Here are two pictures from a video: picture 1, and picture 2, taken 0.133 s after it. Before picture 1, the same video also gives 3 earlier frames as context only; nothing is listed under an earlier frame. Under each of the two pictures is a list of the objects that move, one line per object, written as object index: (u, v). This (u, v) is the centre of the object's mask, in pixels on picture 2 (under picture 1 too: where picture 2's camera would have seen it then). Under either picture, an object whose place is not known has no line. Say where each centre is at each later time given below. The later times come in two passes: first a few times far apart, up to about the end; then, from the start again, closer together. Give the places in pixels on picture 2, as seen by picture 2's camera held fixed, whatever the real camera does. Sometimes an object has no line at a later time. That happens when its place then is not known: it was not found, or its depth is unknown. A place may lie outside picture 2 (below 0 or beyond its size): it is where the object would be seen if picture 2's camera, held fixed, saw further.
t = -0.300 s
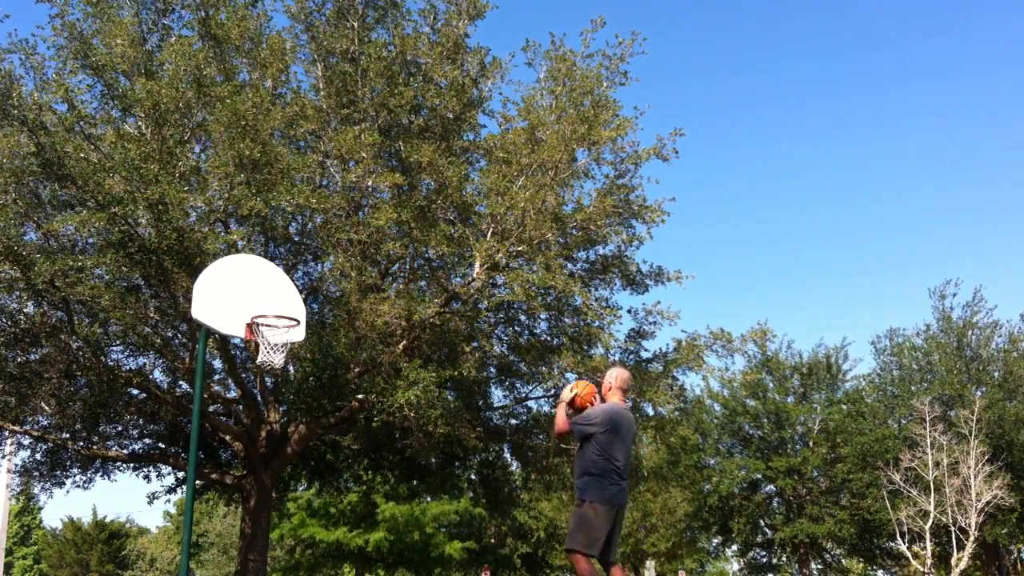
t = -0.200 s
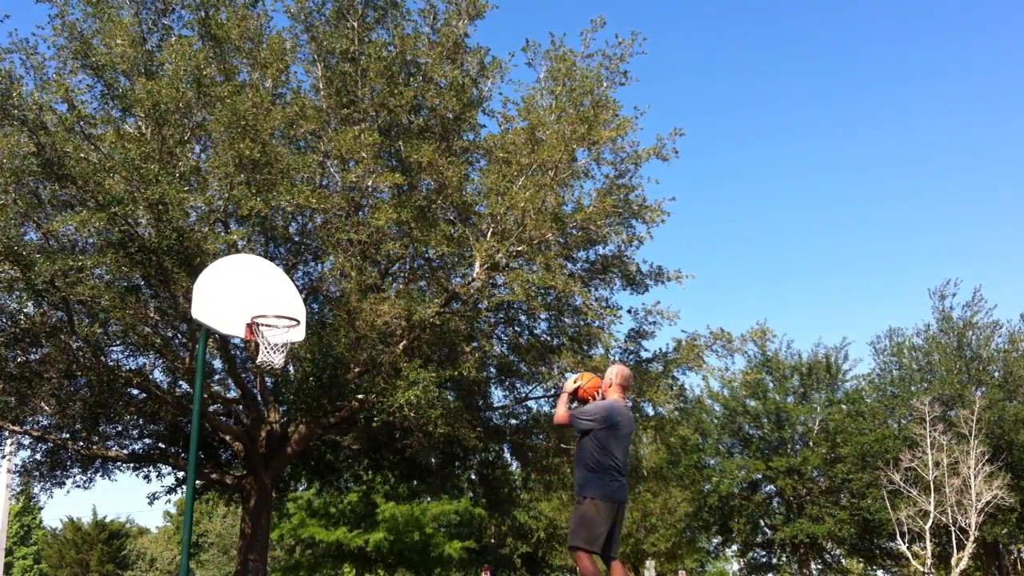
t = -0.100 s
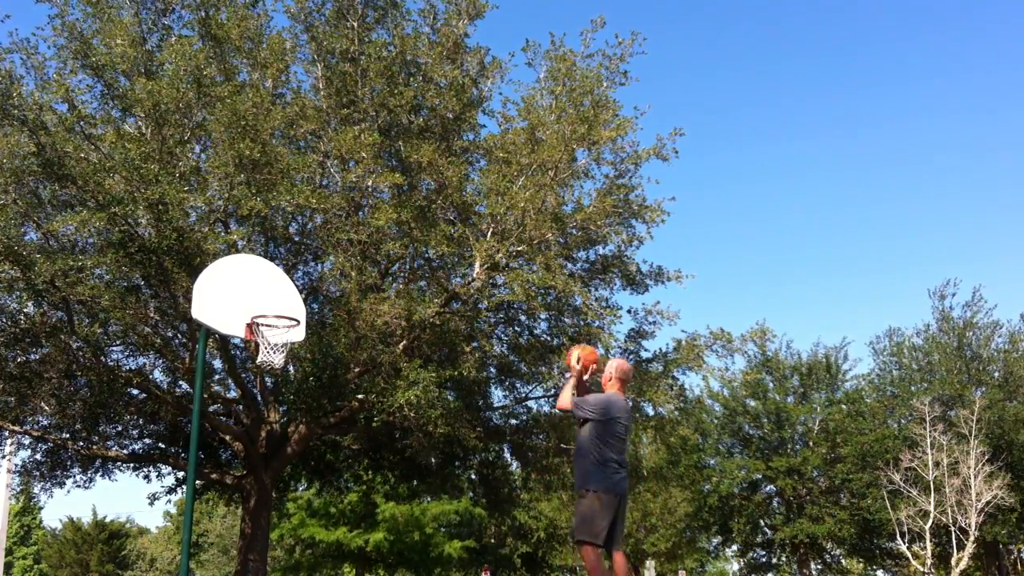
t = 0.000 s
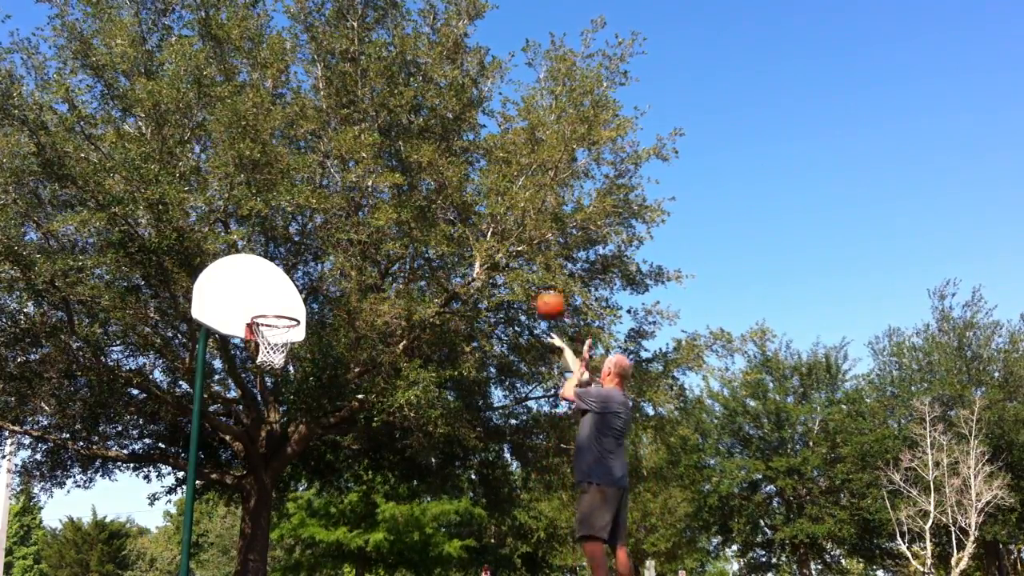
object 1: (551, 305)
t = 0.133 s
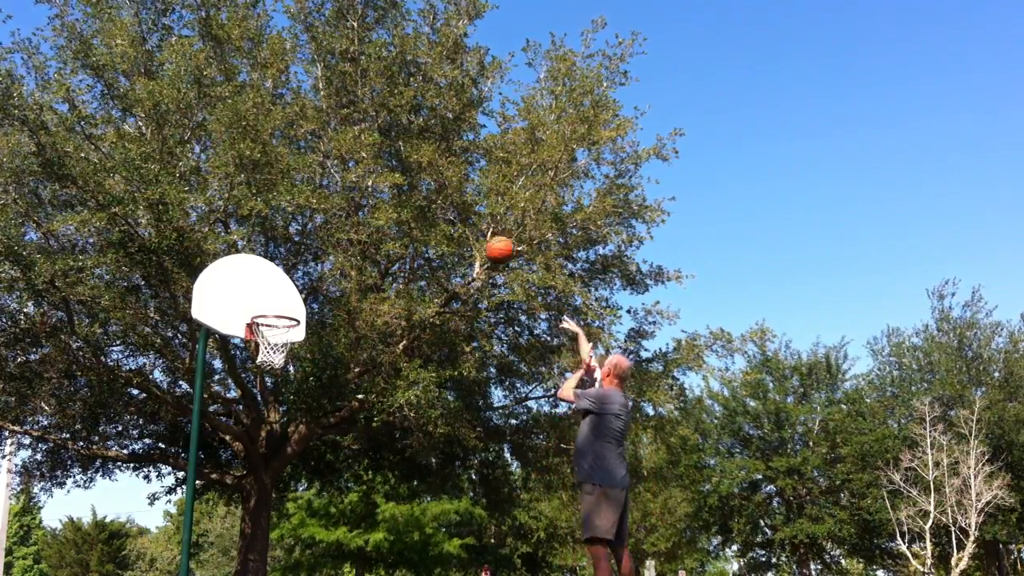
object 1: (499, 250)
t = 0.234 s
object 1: (465, 224)
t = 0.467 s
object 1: (395, 207)
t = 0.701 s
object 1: (332, 243)
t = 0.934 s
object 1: (273, 326)
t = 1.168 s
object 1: (271, 362)
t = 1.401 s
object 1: (282, 398)
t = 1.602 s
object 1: (284, 481)
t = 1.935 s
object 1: (290, 564)
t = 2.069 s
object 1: (294, 515)
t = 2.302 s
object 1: (298, 475)
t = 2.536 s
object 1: (299, 493)
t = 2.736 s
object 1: (300, 562)
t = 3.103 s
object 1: (305, 543)
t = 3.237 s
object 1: (308, 532)
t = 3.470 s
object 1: (310, 559)
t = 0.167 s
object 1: (487, 240)
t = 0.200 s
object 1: (476, 231)
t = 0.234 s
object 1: (465, 224)
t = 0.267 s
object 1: (454, 218)
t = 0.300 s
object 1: (444, 213)
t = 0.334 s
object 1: (434, 210)
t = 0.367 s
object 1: (423, 207)
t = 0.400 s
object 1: (413, 205)
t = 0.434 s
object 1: (404, 205)
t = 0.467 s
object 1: (395, 207)
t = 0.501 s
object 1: (385, 209)
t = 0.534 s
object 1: (376, 212)
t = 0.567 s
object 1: (367, 217)
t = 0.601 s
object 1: (358, 221)
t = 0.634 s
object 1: (349, 227)
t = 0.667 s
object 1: (340, 233)
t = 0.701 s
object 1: (332, 243)
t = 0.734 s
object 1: (323, 251)
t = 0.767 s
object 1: (314, 261)
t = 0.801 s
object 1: (306, 271)
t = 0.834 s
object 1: (298, 283)
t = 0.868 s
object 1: (290, 296)
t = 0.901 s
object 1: (281, 309)
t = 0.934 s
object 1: (273, 326)
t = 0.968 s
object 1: (271, 332)
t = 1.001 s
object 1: (260, 342)
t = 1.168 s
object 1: (271, 362)
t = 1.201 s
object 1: (278, 365)
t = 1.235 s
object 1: (278, 364)
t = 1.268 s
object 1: (280, 367)
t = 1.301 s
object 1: (281, 372)
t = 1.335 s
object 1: (281, 379)
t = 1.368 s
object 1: (282, 387)
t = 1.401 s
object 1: (282, 398)
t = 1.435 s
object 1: (282, 408)
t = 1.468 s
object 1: (283, 419)
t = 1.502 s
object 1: (283, 433)
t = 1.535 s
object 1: (283, 448)
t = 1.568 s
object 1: (284, 464)
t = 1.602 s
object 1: (284, 481)
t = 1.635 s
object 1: (284, 500)
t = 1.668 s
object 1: (284, 520)
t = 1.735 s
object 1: (285, 565)
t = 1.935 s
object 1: (290, 564)
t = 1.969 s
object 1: (291, 550)
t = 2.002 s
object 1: (292, 537)
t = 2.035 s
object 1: (293, 526)
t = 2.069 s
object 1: (294, 515)
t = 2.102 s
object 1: (295, 506)
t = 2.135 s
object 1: (295, 498)
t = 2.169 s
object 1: (296, 491)
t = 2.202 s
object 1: (297, 485)
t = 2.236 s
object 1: (297, 481)
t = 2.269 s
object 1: (297, 477)
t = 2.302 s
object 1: (298, 475)
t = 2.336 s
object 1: (298, 474)
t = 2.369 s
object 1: (298, 474)
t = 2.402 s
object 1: (299, 475)
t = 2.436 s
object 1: (299, 477)
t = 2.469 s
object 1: (299, 481)
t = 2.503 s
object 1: (300, 487)
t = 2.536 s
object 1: (299, 493)
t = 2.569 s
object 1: (299, 500)
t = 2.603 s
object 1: (300, 510)
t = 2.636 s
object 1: (300, 521)
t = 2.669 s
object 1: (299, 530)
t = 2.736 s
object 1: (300, 562)
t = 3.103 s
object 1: (305, 543)
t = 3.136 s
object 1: (306, 539)
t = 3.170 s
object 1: (307, 534)
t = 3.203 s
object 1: (308, 533)
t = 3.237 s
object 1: (308, 532)
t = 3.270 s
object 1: (309, 532)
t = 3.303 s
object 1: (309, 532)
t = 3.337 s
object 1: (310, 534)
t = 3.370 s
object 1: (309, 535)
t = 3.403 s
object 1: (309, 537)
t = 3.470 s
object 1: (310, 559)
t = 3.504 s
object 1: (312, 566)
